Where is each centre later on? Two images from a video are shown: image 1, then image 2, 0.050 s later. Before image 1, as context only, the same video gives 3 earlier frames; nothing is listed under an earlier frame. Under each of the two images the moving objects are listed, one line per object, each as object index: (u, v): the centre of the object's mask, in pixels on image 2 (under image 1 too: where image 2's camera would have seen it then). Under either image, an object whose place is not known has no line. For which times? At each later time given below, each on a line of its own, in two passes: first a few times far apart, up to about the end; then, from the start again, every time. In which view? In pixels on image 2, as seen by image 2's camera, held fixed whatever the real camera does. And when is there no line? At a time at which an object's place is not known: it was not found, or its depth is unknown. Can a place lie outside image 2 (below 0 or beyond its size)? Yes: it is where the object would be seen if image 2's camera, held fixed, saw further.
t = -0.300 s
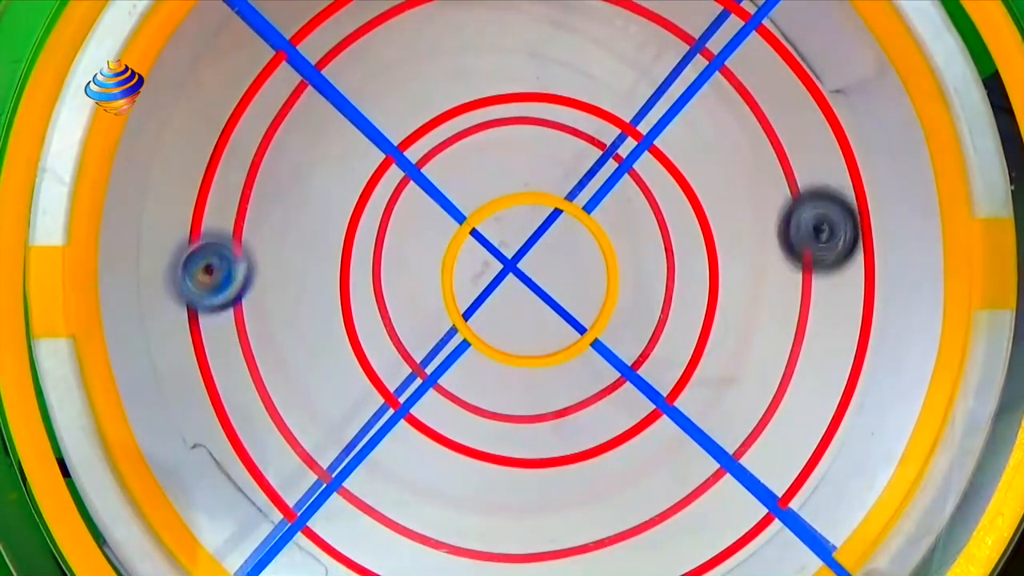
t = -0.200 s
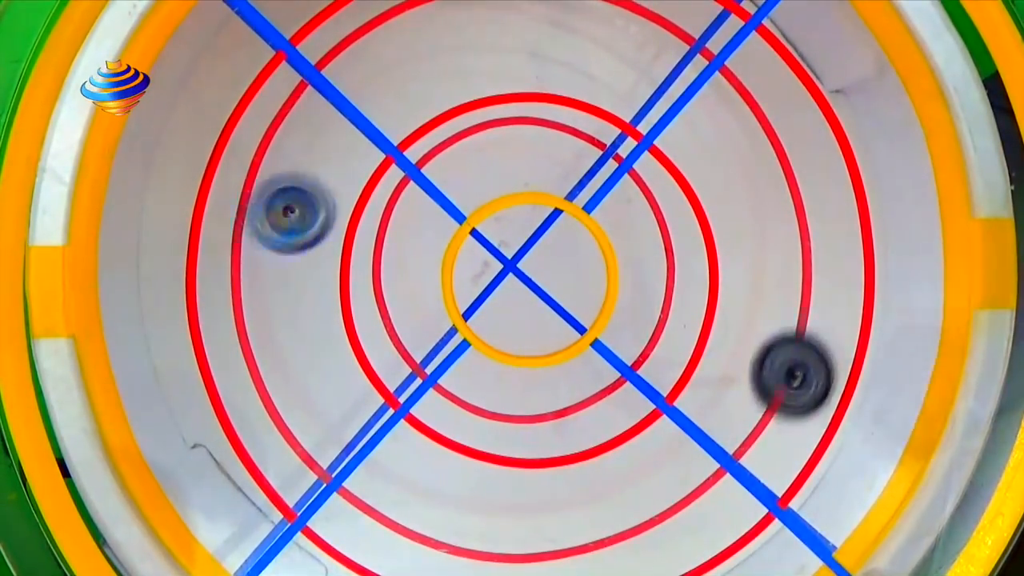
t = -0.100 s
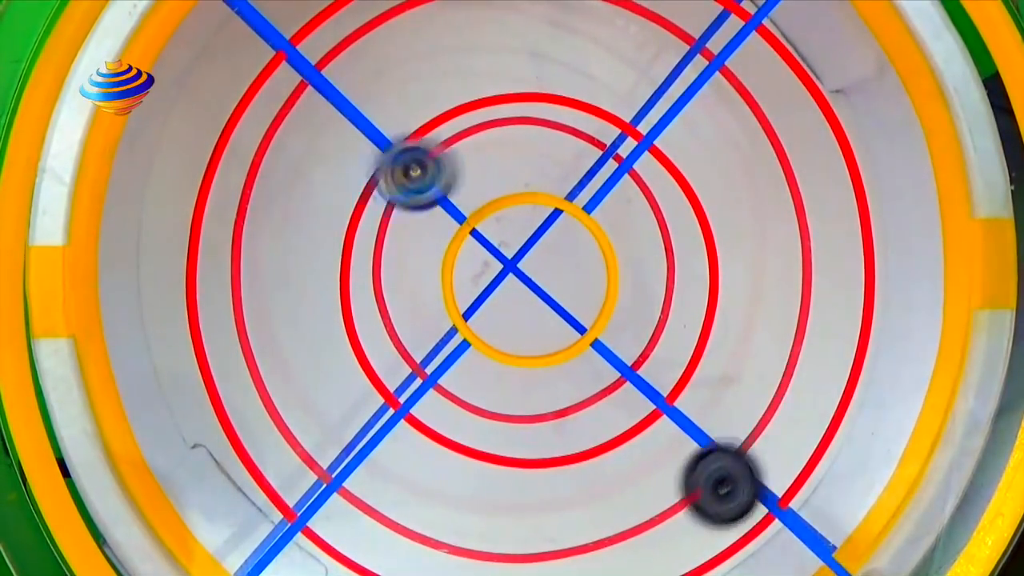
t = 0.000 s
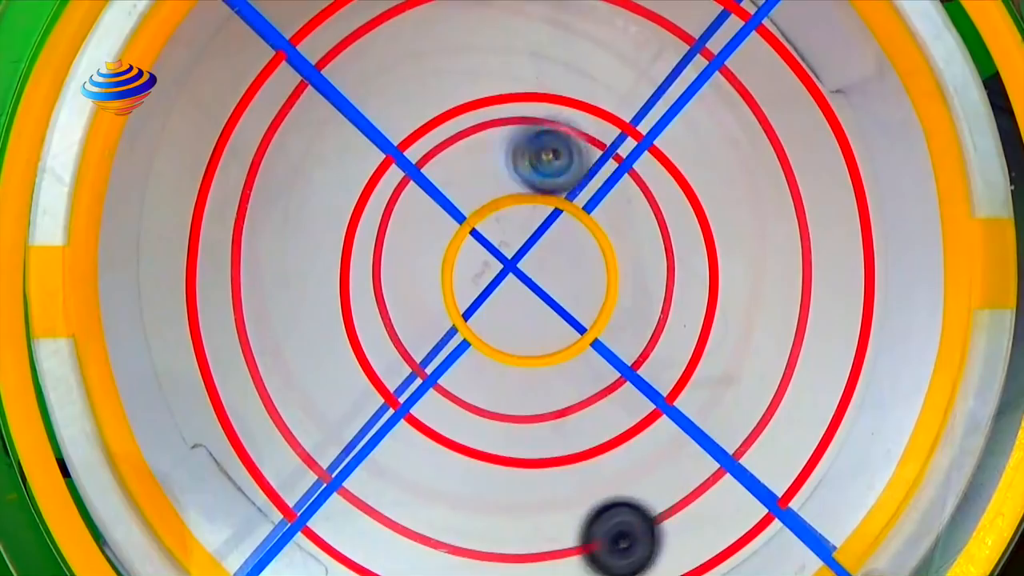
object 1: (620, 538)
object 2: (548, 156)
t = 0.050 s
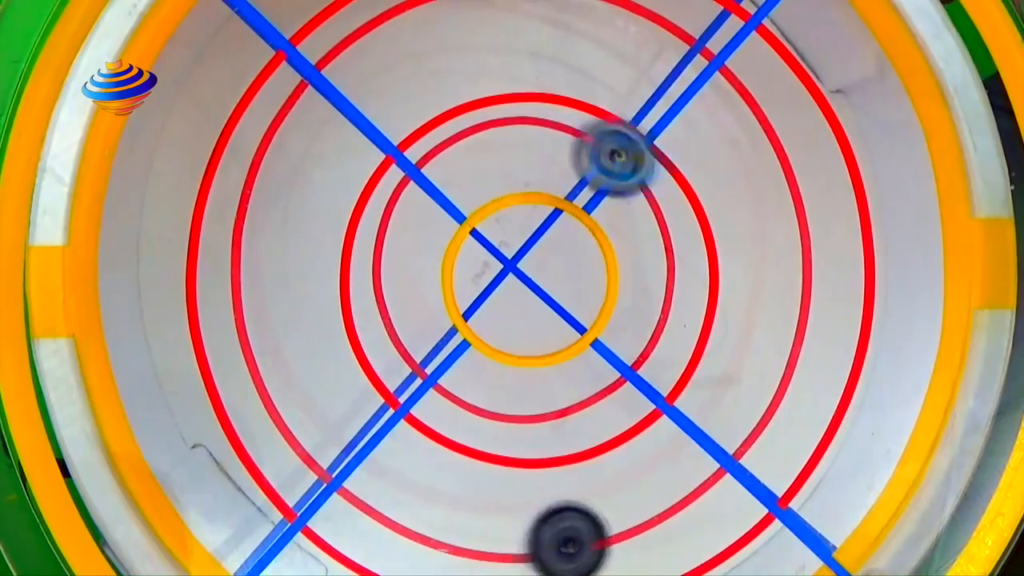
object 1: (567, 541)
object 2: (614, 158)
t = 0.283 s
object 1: (400, 408)
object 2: (814, 227)
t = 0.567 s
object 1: (425, 188)
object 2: (696, 312)
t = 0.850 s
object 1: (519, 155)
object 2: (417, 279)
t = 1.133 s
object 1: (550, 267)
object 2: (397, 223)
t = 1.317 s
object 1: (545, 328)
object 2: (474, 186)
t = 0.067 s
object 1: (550, 540)
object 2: (634, 160)
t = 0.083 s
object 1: (533, 537)
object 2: (657, 163)
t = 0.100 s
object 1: (518, 533)
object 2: (677, 165)
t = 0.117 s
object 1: (502, 527)
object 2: (695, 167)
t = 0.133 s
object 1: (489, 520)
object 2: (713, 170)
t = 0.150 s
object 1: (474, 510)
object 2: (730, 173)
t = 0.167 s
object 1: (461, 501)
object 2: (743, 178)
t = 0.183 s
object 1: (449, 490)
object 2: (756, 186)
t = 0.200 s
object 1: (437, 479)
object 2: (768, 192)
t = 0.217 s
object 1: (428, 465)
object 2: (780, 199)
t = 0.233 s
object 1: (420, 453)
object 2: (789, 206)
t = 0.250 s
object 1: (411, 438)
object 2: (799, 213)
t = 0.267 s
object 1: (405, 423)
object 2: (807, 220)
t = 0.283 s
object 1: (400, 408)
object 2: (814, 227)
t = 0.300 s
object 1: (395, 393)
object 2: (819, 234)
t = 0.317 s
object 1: (391, 378)
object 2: (823, 241)
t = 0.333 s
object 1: (389, 363)
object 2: (826, 248)
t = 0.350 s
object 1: (387, 347)
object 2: (825, 255)
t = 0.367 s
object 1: (388, 333)
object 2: (823, 260)
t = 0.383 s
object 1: (388, 318)
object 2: (820, 267)
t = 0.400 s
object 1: (388, 304)
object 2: (815, 273)
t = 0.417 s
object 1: (389, 290)
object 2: (808, 279)
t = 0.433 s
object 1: (391, 277)
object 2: (801, 284)
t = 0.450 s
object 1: (394, 263)
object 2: (790, 289)
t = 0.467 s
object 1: (397, 251)
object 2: (779, 294)
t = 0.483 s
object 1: (401, 239)
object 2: (766, 298)
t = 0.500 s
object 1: (405, 228)
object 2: (756, 301)
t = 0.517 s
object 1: (410, 215)
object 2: (743, 304)
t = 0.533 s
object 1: (415, 207)
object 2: (728, 308)
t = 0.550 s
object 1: (420, 196)
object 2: (712, 310)
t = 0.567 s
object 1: (425, 188)
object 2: (696, 312)
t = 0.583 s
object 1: (431, 180)
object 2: (674, 312)
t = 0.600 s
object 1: (437, 173)
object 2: (661, 313)
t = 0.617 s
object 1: (444, 167)
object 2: (644, 312)
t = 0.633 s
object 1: (448, 162)
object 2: (627, 311)
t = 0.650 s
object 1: (455, 156)
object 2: (611, 310)
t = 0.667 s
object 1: (461, 153)
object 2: (593, 308)
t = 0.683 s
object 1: (467, 149)
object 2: (572, 307)
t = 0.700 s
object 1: (473, 147)
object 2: (556, 305)
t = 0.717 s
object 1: (479, 145)
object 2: (538, 302)
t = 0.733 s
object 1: (484, 144)
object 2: (521, 301)
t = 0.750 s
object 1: (491, 144)
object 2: (502, 298)
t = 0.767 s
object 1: (496, 144)
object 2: (488, 293)
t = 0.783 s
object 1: (501, 145)
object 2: (478, 288)
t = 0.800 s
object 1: (506, 147)
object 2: (455, 287)
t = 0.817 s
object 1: (511, 149)
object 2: (438, 284)
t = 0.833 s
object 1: (515, 152)
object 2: (420, 282)
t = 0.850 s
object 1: (519, 155)
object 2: (417, 279)
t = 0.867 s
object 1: (523, 159)
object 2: (414, 276)
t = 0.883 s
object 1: (527, 164)
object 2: (409, 273)
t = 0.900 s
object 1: (530, 168)
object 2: (406, 269)
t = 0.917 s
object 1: (534, 173)
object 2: (401, 266)
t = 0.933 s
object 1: (536, 178)
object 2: (396, 262)
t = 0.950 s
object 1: (540, 184)
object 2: (392, 259)
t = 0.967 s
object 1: (542, 189)
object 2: (388, 255)
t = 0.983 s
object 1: (545, 196)
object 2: (385, 251)
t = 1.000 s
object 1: (547, 201)
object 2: (383, 248)
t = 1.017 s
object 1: (549, 208)
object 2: (381, 244)
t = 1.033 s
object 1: (550, 214)
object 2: (382, 242)
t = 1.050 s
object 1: (551, 222)
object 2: (383, 239)
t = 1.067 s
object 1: (551, 231)
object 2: (386, 236)
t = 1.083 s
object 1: (550, 242)
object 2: (388, 232)
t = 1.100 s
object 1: (551, 249)
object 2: (390, 229)
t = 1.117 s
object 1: (550, 260)
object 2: (394, 226)
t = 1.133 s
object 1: (550, 267)
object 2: (397, 223)
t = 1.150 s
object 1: (549, 276)
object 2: (402, 220)
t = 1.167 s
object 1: (548, 283)
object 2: (408, 219)
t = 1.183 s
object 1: (546, 290)
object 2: (414, 219)
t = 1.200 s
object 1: (545, 296)
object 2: (418, 218)
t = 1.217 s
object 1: (544, 302)
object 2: (428, 213)
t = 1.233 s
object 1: (543, 308)
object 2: (435, 210)
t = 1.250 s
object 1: (545, 314)
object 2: (442, 206)
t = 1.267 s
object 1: (545, 319)
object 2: (450, 200)
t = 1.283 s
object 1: (545, 322)
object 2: (458, 198)
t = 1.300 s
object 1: (545, 325)
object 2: (469, 187)
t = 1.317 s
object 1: (545, 328)
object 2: (474, 186)
